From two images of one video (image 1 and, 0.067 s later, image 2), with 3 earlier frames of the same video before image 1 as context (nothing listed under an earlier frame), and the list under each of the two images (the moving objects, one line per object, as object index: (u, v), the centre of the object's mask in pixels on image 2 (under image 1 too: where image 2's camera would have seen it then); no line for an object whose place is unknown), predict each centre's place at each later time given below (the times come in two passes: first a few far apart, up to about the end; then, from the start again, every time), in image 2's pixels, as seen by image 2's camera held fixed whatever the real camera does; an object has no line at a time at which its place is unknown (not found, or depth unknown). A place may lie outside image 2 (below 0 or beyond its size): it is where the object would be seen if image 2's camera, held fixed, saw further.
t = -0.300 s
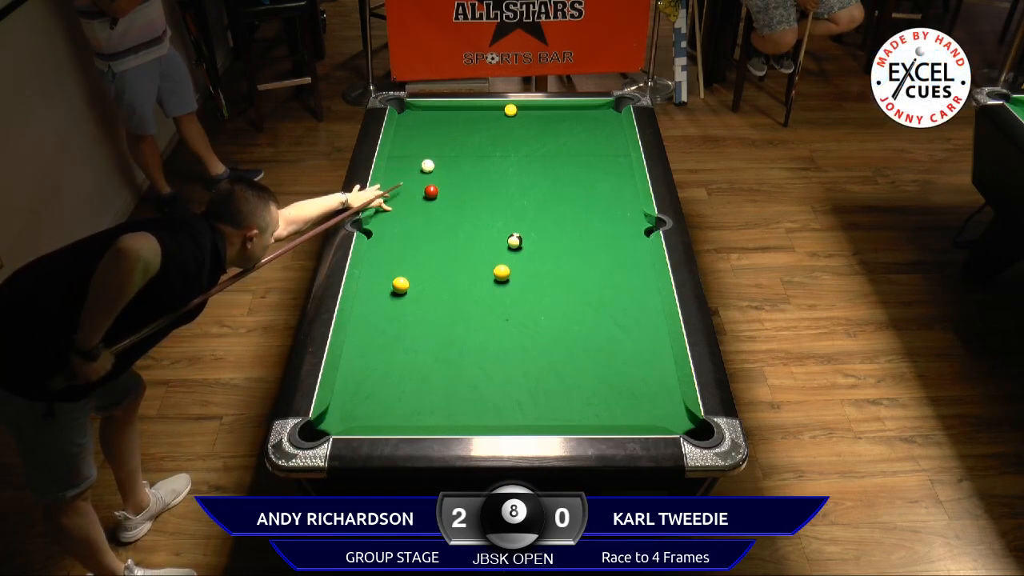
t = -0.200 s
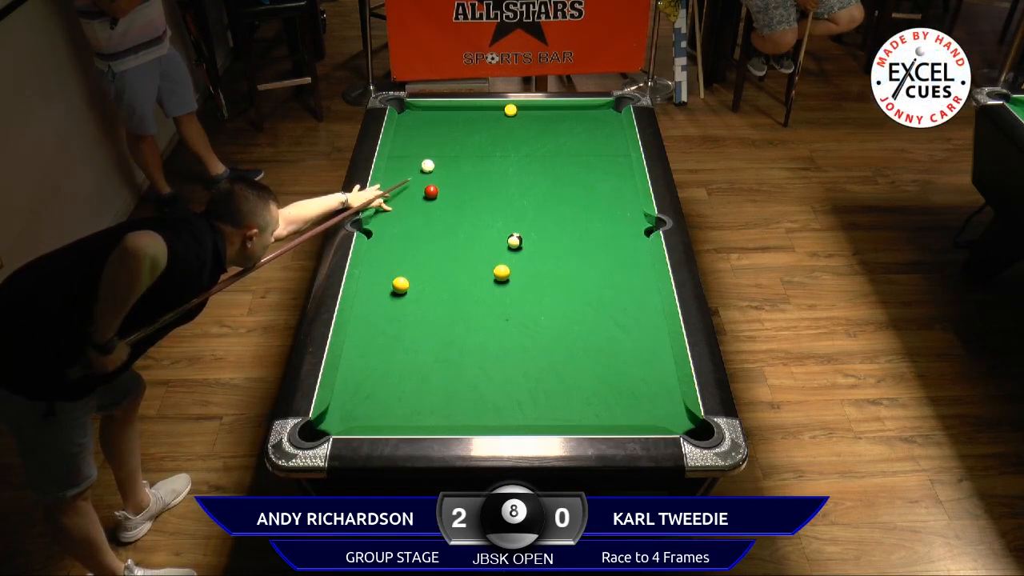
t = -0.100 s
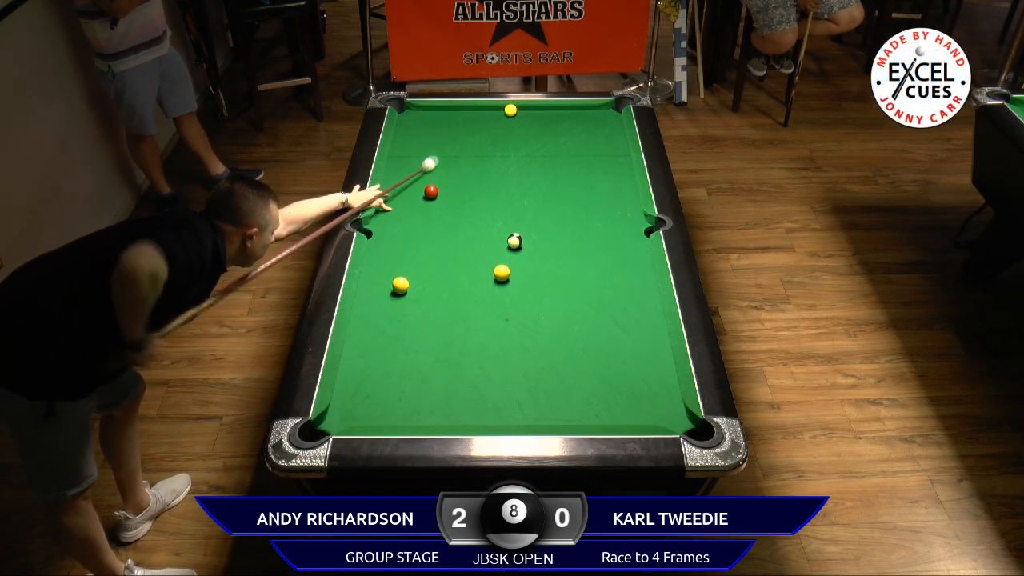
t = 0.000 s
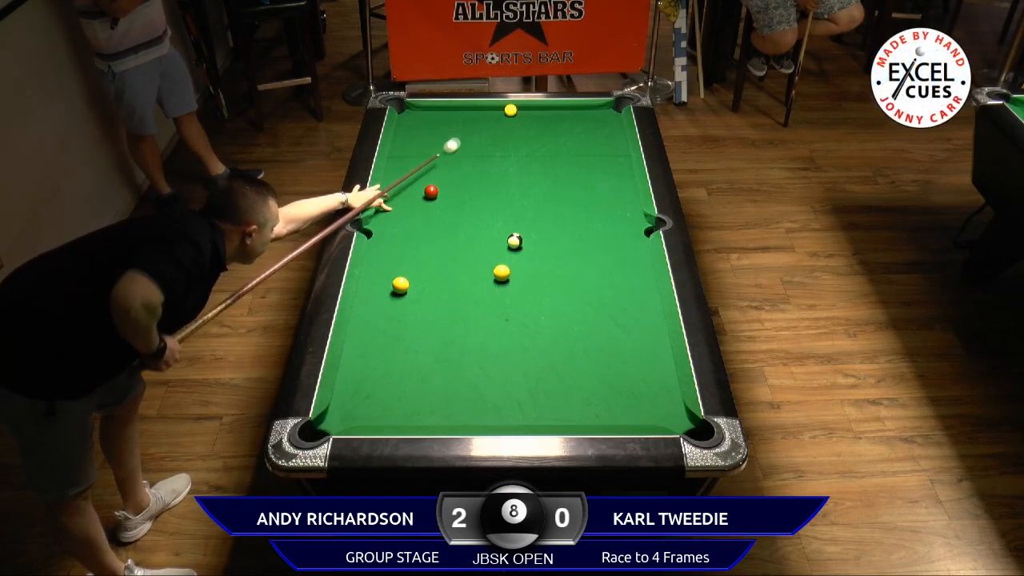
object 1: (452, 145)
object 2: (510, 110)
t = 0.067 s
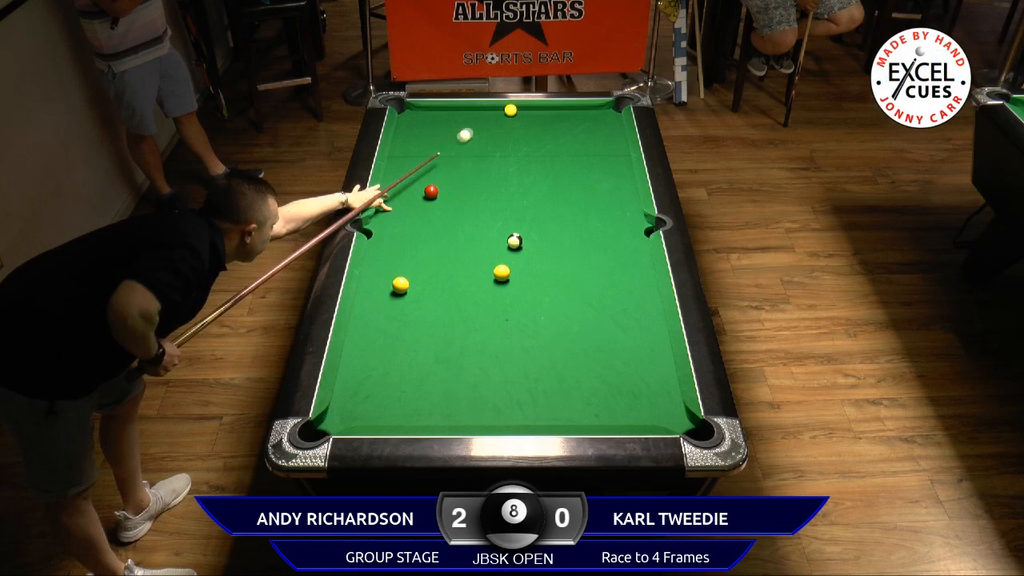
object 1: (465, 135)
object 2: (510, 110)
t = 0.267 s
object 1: (499, 109)
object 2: (511, 110)
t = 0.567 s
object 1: (509, 133)
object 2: (546, 114)
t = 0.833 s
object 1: (520, 155)
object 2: (574, 118)
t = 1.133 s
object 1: (533, 180)
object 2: (604, 123)
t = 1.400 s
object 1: (545, 205)
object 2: (610, 126)
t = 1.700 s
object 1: (558, 234)
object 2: (594, 128)
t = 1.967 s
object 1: (571, 260)
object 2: (580, 130)
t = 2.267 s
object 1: (585, 292)
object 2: (566, 132)
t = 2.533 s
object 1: (598, 321)
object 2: (555, 134)
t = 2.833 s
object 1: (612, 354)
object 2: (545, 135)
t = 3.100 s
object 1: (626, 385)
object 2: (536, 137)
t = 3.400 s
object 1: (640, 417)
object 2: (529, 138)
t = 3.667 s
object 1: (643, 402)
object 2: (523, 138)
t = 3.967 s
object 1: (645, 383)
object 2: (518, 139)
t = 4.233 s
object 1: (647, 368)
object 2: (515, 139)
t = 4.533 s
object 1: (649, 354)
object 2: (513, 139)
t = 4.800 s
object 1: (650, 343)
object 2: (512, 139)
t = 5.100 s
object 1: (650, 333)
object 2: (512, 139)
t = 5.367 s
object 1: (648, 323)
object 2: (512, 139)
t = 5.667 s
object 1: (650, 320)
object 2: (512, 139)
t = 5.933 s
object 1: (649, 315)
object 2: (512, 139)
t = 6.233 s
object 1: (649, 313)
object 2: (512, 139)
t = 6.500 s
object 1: (649, 312)
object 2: (512, 139)
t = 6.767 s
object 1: (649, 312)
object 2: (512, 139)
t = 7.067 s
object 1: (649, 312)
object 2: (512, 139)
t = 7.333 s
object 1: (649, 312)
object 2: (512, 139)
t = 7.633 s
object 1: (649, 312)
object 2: (512, 139)
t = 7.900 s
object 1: (649, 312)
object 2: (512, 139)
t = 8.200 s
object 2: (512, 139)
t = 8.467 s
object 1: (649, 312)
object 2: (512, 139)
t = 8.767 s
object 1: (649, 312)
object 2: (512, 139)
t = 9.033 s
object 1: (649, 312)
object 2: (512, 139)
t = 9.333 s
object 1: (649, 312)
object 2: (512, 139)
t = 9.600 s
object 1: (649, 312)
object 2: (512, 139)
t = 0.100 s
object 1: (471, 130)
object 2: (510, 110)
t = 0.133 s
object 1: (477, 126)
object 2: (510, 110)
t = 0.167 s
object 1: (483, 121)
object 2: (510, 110)
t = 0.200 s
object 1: (489, 117)
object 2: (510, 110)
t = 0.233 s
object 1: (494, 112)
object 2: (510, 110)
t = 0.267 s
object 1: (499, 109)
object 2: (511, 110)
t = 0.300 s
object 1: (500, 111)
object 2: (515, 110)
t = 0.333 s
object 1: (500, 114)
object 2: (520, 111)
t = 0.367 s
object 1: (501, 117)
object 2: (524, 111)
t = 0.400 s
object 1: (502, 120)
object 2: (527, 112)
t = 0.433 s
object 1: (504, 122)
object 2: (531, 112)
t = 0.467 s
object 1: (505, 125)
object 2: (535, 113)
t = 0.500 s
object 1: (506, 127)
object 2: (538, 113)
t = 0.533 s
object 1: (508, 130)
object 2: (542, 114)
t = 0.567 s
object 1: (509, 133)
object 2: (546, 114)
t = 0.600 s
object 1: (511, 136)
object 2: (549, 115)
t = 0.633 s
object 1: (512, 138)
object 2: (553, 115)
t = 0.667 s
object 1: (513, 141)
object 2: (556, 116)
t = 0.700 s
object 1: (514, 144)
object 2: (560, 116)
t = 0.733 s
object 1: (516, 146)
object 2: (563, 117)
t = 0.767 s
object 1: (517, 149)
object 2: (567, 117)
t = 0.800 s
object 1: (518, 152)
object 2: (570, 118)
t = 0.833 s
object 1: (520, 155)
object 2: (574, 118)
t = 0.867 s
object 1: (521, 157)
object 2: (577, 119)
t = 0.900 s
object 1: (523, 160)
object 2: (581, 119)
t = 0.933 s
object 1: (524, 163)
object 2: (584, 120)
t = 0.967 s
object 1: (526, 166)
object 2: (588, 120)
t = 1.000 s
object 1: (527, 169)
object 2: (591, 121)
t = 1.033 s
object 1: (528, 172)
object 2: (594, 121)
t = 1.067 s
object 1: (530, 175)
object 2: (598, 122)
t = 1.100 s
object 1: (531, 178)
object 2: (601, 122)
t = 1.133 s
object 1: (533, 180)
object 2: (604, 123)
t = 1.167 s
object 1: (534, 184)
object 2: (607, 123)
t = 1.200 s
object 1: (536, 186)
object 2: (611, 123)
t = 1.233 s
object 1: (537, 190)
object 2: (614, 124)
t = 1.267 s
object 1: (539, 193)
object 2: (617, 124)
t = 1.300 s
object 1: (540, 195)
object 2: (616, 125)
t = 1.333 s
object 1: (542, 198)
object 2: (614, 125)
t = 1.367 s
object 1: (543, 202)
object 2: (612, 125)
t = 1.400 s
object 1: (545, 205)
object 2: (610, 126)
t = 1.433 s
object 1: (546, 208)
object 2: (608, 126)
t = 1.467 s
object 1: (548, 211)
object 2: (606, 126)
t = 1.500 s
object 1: (549, 214)
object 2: (605, 127)
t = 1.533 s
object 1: (551, 217)
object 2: (603, 127)
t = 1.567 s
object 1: (552, 221)
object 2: (601, 127)
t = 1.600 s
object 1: (553, 224)
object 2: (599, 127)
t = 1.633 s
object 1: (555, 227)
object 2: (597, 128)
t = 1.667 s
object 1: (557, 231)
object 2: (595, 128)
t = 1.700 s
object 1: (558, 234)
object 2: (594, 128)
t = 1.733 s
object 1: (560, 237)
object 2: (592, 129)
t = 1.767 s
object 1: (561, 240)
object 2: (590, 129)
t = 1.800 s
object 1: (563, 244)
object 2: (588, 129)
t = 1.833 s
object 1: (564, 247)
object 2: (587, 129)
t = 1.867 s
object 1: (566, 250)
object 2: (585, 130)
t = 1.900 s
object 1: (568, 254)
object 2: (583, 130)
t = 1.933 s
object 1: (569, 257)
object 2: (582, 130)
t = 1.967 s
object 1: (571, 260)
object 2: (580, 130)
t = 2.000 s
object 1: (572, 264)
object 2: (579, 130)
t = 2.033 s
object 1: (574, 267)
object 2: (577, 131)
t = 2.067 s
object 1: (575, 271)
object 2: (575, 131)
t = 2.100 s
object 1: (577, 274)
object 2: (574, 131)
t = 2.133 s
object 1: (578, 277)
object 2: (572, 132)
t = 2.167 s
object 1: (580, 281)
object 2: (571, 132)
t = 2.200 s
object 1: (582, 285)
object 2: (569, 132)
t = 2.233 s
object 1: (583, 288)
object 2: (568, 132)
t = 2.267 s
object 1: (585, 292)
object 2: (566, 132)
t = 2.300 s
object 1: (587, 295)
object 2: (565, 133)
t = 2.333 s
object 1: (588, 299)
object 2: (563, 133)
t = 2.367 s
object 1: (590, 302)
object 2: (562, 133)
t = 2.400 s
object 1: (591, 306)
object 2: (561, 133)
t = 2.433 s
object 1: (593, 309)
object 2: (559, 133)
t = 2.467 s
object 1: (594, 313)
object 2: (558, 134)
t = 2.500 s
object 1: (596, 317)
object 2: (557, 134)
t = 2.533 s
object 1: (598, 321)
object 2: (555, 134)
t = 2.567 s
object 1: (599, 324)
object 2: (554, 134)
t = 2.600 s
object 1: (601, 328)
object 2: (553, 134)
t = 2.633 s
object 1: (602, 332)
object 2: (552, 134)
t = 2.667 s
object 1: (604, 335)
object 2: (550, 135)
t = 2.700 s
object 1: (606, 339)
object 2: (549, 135)
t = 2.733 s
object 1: (607, 343)
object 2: (548, 135)
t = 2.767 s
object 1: (609, 347)
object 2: (547, 135)
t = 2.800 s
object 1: (611, 350)
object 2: (546, 135)
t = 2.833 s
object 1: (612, 354)
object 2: (545, 135)
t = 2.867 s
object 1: (614, 358)
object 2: (544, 136)
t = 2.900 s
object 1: (616, 362)
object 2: (543, 136)
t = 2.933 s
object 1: (617, 366)
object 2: (542, 136)
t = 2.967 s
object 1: (619, 370)
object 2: (540, 136)
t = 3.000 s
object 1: (620, 373)
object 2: (539, 136)
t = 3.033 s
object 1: (622, 377)
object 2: (538, 136)
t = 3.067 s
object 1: (624, 381)
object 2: (538, 136)
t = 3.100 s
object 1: (626, 385)
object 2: (536, 137)
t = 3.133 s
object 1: (627, 389)
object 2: (536, 137)
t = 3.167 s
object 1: (629, 393)
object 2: (535, 137)
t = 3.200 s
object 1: (630, 397)
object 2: (534, 137)
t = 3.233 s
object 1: (632, 400)
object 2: (533, 137)
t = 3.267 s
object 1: (633, 405)
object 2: (532, 137)
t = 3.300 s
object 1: (635, 408)
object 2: (531, 137)
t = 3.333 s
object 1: (637, 412)
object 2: (530, 137)
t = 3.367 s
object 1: (638, 415)
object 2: (530, 138)
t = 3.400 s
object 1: (640, 417)
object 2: (529, 138)
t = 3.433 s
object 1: (641, 417)
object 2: (528, 138)
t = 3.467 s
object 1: (641, 416)
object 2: (527, 138)
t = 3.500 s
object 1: (642, 414)
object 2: (527, 138)
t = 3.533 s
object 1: (642, 412)
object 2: (526, 138)
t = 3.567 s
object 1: (642, 409)
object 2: (525, 138)
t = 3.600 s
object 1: (642, 407)
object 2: (524, 138)
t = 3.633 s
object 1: (643, 405)
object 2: (524, 138)
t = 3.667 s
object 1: (643, 402)
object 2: (523, 138)
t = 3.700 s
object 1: (643, 400)
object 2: (522, 138)
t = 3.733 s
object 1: (643, 397)
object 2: (522, 138)
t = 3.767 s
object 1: (644, 396)
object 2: (521, 138)
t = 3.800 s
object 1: (644, 393)
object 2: (521, 138)
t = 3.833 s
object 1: (644, 391)
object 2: (520, 138)
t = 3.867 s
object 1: (645, 389)
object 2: (520, 139)
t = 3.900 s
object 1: (645, 387)
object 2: (519, 139)
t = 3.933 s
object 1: (645, 385)
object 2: (519, 139)
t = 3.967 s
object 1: (645, 383)
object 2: (518, 139)
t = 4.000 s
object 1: (645, 381)
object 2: (518, 139)
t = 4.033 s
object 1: (646, 379)
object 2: (517, 139)
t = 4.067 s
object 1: (646, 377)
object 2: (517, 139)
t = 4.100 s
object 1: (646, 375)
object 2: (516, 139)
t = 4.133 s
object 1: (646, 373)
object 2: (516, 139)
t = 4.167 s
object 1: (647, 371)
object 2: (515, 139)
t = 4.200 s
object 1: (647, 370)
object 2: (515, 139)
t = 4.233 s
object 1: (647, 368)
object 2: (515, 139)
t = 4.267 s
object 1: (647, 366)
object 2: (514, 139)
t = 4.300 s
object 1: (647, 364)
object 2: (514, 139)
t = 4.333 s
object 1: (648, 363)
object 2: (514, 139)
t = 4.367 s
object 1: (648, 361)
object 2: (514, 139)
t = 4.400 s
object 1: (648, 360)
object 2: (514, 139)
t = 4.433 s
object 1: (648, 358)
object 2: (513, 139)
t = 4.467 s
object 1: (648, 357)
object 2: (513, 139)
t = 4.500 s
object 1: (648, 355)
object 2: (513, 139)
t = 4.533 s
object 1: (649, 354)
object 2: (513, 139)
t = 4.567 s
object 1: (649, 352)
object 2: (513, 139)
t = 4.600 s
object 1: (649, 351)
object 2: (512, 139)
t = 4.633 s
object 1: (649, 349)
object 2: (512, 139)
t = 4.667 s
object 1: (649, 348)
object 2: (512, 139)
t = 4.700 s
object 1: (649, 347)
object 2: (512, 139)
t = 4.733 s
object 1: (649, 346)
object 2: (512, 139)
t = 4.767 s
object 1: (650, 344)
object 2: (512, 139)
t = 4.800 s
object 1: (650, 343)
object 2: (512, 139)
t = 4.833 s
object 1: (650, 342)
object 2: (512, 139)
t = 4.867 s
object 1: (650, 341)
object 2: (512, 139)
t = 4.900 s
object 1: (650, 339)
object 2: (512, 139)
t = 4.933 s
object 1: (650, 338)
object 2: (512, 139)
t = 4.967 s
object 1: (650, 337)
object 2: (512, 139)
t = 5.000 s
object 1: (650, 336)
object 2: (512, 139)
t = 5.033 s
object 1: (650, 335)
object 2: (512, 139)
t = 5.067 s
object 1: (650, 334)
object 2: (512, 139)
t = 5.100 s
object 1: (650, 333)
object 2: (512, 139)
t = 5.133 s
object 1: (650, 332)
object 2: (512, 139)
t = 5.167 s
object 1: (650, 332)
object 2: (512, 139)
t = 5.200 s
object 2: (512, 139)
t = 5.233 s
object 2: (512, 139)
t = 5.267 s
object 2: (512, 139)
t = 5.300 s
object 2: (512, 139)
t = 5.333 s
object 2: (512, 139)
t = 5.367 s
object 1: (648, 323)
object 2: (512, 139)
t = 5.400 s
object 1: (650, 325)
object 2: (512, 139)
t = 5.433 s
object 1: (650, 324)
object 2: (512, 139)
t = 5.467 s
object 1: (650, 324)
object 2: (512, 139)
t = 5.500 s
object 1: (650, 323)
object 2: (512, 139)
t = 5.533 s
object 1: (650, 322)
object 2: (512, 139)
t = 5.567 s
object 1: (650, 321)
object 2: (512, 139)
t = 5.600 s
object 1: (650, 321)
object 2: (512, 139)
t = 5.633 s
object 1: (650, 320)
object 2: (512, 139)
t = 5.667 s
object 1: (650, 320)
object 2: (512, 139)
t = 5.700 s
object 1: (650, 319)
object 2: (512, 139)
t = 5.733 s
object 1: (650, 318)
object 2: (512, 139)
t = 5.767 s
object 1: (650, 318)
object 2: (512, 139)
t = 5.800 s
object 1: (650, 317)
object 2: (512, 139)
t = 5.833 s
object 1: (650, 317)
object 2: (512, 139)
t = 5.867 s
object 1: (650, 316)
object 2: (512, 139)
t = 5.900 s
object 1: (649, 316)
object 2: (512, 139)
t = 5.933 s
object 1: (649, 315)
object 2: (512, 139)
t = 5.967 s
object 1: (649, 315)
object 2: (512, 139)
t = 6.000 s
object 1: (649, 314)
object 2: (512, 139)
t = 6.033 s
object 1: (649, 314)
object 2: (512, 139)
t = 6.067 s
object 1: (649, 314)
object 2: (512, 139)
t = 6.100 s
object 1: (649, 313)
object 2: (512, 139)
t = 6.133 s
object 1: (649, 313)
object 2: (512, 139)
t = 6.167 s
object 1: (649, 313)
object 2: (512, 139)
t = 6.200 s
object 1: (649, 313)
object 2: (512, 139)
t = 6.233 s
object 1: (649, 313)
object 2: (512, 139)
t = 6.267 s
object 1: (649, 312)
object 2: (512, 139)
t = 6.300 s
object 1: (649, 312)
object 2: (512, 139)
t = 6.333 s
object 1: (649, 312)
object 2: (512, 139)
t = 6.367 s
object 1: (649, 312)
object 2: (512, 139)
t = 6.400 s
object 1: (649, 312)
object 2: (512, 139)
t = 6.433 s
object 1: (649, 312)
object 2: (512, 139)
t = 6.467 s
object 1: (649, 312)
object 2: (512, 139)
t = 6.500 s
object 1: (649, 312)
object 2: (512, 139)
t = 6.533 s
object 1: (649, 312)
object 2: (512, 139)
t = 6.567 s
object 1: (649, 312)
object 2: (512, 139)
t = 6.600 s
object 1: (649, 312)
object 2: (512, 139)
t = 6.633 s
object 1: (649, 312)
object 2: (512, 139)
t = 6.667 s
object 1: (649, 312)
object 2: (512, 139)
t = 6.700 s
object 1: (649, 312)
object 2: (512, 139)
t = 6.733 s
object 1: (649, 312)
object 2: (512, 139)
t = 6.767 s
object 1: (649, 312)
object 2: (512, 139)
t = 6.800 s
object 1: (649, 312)
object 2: (512, 139)
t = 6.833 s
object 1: (649, 312)
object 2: (512, 139)
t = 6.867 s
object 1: (649, 312)
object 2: (512, 139)
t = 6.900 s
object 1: (649, 312)
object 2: (512, 139)
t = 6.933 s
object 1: (649, 312)
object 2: (512, 139)
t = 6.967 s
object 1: (649, 312)
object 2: (512, 139)
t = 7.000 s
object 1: (649, 312)
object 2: (512, 139)
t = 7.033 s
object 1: (649, 312)
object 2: (512, 139)
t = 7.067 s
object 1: (649, 312)
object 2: (512, 139)
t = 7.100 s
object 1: (649, 312)
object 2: (512, 139)
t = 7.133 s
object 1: (649, 312)
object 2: (512, 139)
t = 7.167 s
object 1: (649, 312)
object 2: (512, 139)
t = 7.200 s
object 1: (649, 312)
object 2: (512, 139)
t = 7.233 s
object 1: (649, 312)
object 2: (512, 139)
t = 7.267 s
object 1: (649, 312)
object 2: (512, 139)
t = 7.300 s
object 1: (649, 312)
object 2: (512, 139)
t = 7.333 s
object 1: (649, 312)
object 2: (512, 139)
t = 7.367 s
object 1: (649, 312)
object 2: (512, 139)
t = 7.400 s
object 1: (649, 312)
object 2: (512, 139)
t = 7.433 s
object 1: (649, 312)
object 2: (512, 139)
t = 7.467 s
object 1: (649, 312)
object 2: (512, 139)
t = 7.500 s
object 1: (649, 312)
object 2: (512, 139)
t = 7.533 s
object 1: (649, 312)
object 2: (512, 139)
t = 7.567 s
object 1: (649, 312)
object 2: (512, 139)
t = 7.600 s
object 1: (649, 312)
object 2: (512, 139)
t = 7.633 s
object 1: (649, 312)
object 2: (512, 139)
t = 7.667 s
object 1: (649, 312)
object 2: (512, 139)
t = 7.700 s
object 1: (649, 312)
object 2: (512, 139)
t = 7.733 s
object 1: (649, 312)
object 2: (512, 139)
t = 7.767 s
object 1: (649, 312)
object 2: (512, 139)
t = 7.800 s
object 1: (649, 312)
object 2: (512, 139)
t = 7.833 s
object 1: (649, 312)
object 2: (512, 139)
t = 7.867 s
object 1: (649, 312)
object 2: (512, 139)
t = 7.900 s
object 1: (649, 312)
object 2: (512, 139)
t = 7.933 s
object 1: (649, 312)
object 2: (512, 139)
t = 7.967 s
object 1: (649, 312)
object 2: (512, 139)
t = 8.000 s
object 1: (649, 313)
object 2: (512, 139)
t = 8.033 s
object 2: (512, 139)
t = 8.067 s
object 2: (512, 139)
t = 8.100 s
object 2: (512, 139)
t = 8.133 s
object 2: (512, 139)
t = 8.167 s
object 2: (512, 139)
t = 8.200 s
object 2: (512, 139)
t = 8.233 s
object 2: (512, 139)
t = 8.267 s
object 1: (649, 312)
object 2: (512, 139)
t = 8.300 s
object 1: (649, 312)
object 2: (512, 139)
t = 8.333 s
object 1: (649, 312)
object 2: (512, 139)
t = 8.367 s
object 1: (649, 312)
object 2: (512, 139)
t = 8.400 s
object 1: (649, 312)
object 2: (512, 139)
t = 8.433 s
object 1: (649, 312)
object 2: (512, 139)
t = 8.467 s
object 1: (649, 312)
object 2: (512, 139)
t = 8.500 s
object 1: (649, 312)
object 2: (512, 139)
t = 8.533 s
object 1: (649, 312)
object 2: (512, 139)
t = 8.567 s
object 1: (649, 312)
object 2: (512, 139)
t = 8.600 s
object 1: (649, 312)
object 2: (512, 139)
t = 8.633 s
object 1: (649, 312)
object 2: (512, 139)
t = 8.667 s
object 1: (649, 312)
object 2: (512, 139)
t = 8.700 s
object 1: (649, 312)
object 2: (512, 139)
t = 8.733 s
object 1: (649, 312)
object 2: (512, 139)
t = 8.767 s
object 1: (649, 312)
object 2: (512, 139)
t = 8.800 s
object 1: (649, 312)
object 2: (512, 139)
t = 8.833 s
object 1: (649, 312)
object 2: (512, 139)
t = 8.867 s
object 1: (649, 312)
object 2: (512, 139)
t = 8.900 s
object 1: (649, 312)
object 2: (512, 139)
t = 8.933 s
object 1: (649, 312)
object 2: (512, 139)
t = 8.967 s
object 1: (649, 312)
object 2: (512, 139)
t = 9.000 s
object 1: (649, 312)
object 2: (512, 139)
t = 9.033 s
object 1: (649, 312)
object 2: (512, 139)
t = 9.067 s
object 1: (649, 312)
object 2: (512, 139)
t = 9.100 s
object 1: (649, 312)
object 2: (512, 139)
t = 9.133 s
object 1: (649, 312)
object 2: (512, 139)
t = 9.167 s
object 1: (649, 312)
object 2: (512, 139)
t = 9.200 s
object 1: (649, 312)
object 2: (512, 139)
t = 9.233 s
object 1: (649, 312)
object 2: (512, 139)
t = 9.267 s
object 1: (649, 312)
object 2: (512, 139)
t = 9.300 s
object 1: (649, 312)
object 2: (512, 139)
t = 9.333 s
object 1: (649, 312)
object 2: (512, 139)
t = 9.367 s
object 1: (649, 312)
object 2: (512, 139)
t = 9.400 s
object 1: (649, 312)
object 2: (512, 139)
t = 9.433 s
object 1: (649, 312)
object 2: (512, 139)
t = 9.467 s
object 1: (649, 312)
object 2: (512, 139)
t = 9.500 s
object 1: (649, 312)
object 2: (512, 139)
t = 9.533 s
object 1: (649, 312)
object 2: (512, 139)
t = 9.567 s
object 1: (649, 312)
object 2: (512, 139)
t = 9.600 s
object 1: (649, 312)
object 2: (512, 139)
